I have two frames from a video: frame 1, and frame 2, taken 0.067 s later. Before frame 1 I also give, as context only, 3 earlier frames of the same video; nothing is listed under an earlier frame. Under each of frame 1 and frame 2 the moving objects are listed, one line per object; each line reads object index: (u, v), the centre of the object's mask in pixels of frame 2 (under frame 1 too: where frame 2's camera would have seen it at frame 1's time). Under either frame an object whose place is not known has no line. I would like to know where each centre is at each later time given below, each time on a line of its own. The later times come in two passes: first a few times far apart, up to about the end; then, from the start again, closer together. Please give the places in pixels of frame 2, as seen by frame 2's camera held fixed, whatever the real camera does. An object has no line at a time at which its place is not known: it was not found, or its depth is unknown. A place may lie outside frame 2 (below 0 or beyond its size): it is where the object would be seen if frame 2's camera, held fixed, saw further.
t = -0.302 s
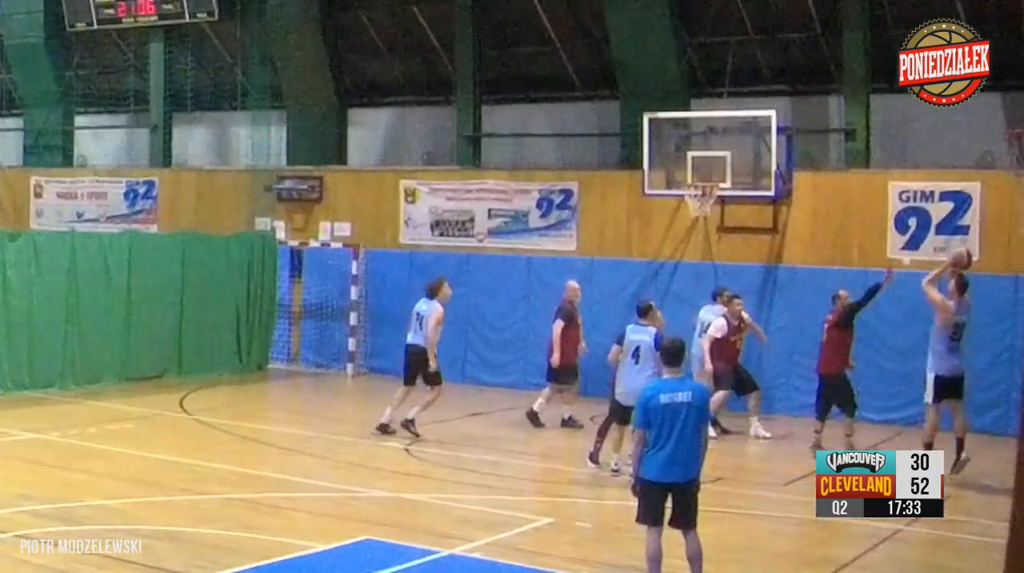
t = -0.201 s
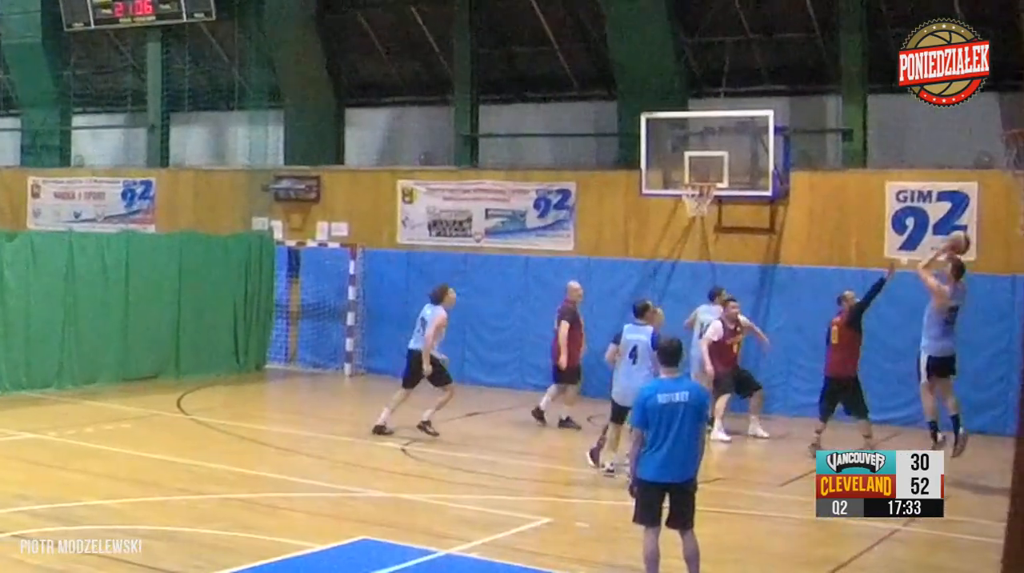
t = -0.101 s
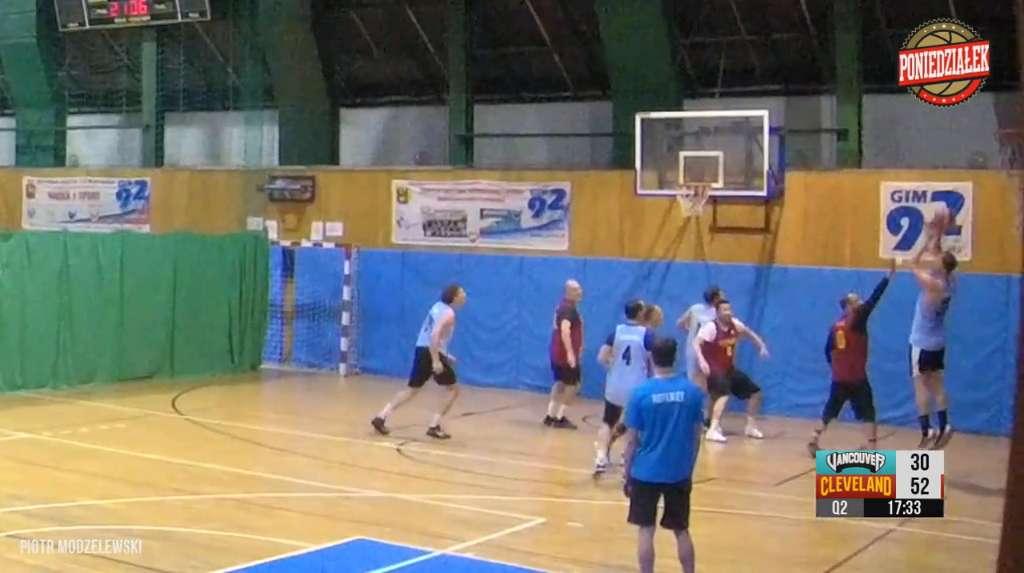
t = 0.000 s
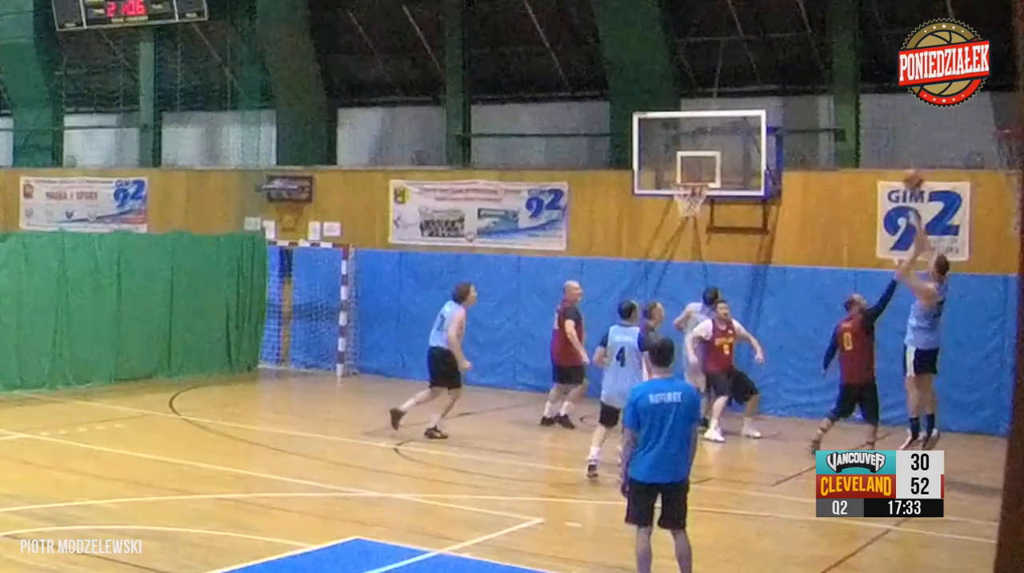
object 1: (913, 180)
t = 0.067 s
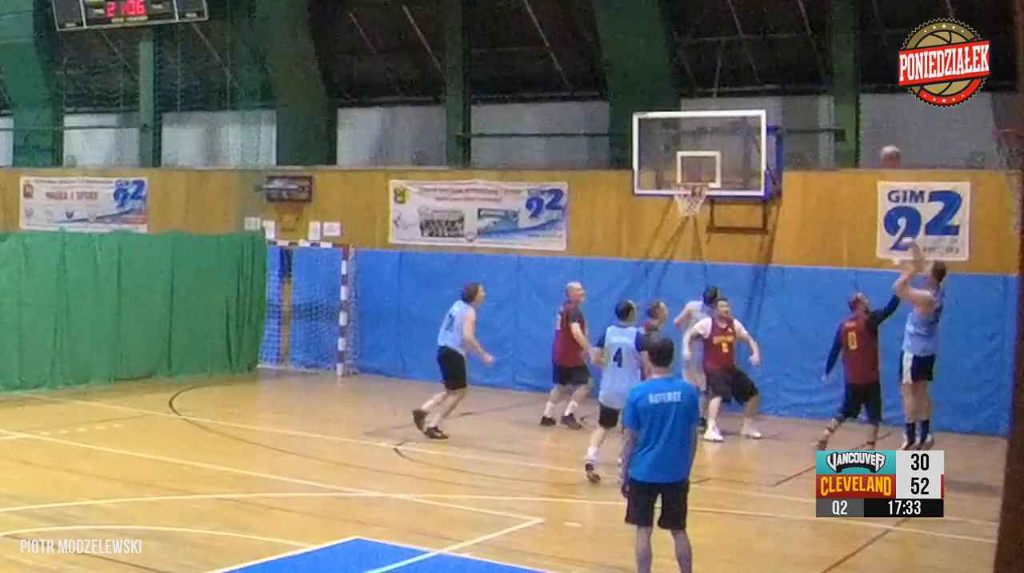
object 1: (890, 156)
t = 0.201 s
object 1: (847, 126)
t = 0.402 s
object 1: (789, 108)
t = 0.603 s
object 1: (733, 127)
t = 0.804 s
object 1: (684, 174)
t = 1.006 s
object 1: (689, 205)
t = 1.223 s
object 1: (672, 264)
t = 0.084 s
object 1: (885, 150)
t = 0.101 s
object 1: (879, 146)
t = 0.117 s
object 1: (874, 142)
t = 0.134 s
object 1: (869, 138)
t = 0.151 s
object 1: (863, 134)
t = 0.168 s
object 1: (857, 130)
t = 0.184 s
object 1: (851, 128)
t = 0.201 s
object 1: (847, 126)
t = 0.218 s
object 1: (842, 121)
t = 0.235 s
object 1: (838, 124)
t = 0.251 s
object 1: (833, 118)
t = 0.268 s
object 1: (828, 116)
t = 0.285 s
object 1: (822, 113)
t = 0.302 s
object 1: (816, 113)
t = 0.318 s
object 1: (812, 111)
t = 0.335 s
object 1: (808, 110)
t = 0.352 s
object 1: (804, 109)
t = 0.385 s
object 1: (793, 108)
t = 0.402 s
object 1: (789, 108)
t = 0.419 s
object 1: (784, 108)
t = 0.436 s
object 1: (780, 108)
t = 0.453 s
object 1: (775, 110)
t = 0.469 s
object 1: (771, 111)
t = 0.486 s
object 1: (765, 112)
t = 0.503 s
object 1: (761, 114)
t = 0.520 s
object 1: (758, 114)
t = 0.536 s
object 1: (752, 121)
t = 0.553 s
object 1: (750, 123)
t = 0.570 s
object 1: (744, 122)
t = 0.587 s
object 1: (739, 122)
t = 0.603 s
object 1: (733, 127)
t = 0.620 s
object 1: (730, 130)
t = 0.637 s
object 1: (725, 133)
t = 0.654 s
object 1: (721, 135)
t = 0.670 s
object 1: (717, 139)
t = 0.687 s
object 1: (713, 144)
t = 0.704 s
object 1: (708, 147)
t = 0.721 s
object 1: (704, 150)
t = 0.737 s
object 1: (700, 155)
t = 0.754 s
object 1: (697, 159)
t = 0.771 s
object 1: (692, 162)
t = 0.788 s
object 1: (689, 167)
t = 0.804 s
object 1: (684, 174)
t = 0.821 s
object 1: (683, 178)
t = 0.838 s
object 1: (684, 179)
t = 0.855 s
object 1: (690, 179)
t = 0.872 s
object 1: (693, 184)
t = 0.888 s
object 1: (697, 184)
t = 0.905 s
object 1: (698, 187)
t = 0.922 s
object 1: (698, 189)
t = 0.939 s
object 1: (694, 192)
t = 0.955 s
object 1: (693, 197)
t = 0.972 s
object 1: (692, 203)
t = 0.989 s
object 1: (690, 202)
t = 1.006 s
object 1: (689, 205)
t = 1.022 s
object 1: (691, 210)
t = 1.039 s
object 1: (688, 214)
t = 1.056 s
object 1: (686, 217)
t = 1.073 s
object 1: (685, 219)
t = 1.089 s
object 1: (682, 224)
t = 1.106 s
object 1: (681, 229)
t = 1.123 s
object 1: (680, 234)
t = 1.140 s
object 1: (679, 237)
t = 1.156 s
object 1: (677, 242)
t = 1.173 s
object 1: (675, 248)
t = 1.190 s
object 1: (674, 254)
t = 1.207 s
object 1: (673, 259)
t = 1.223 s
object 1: (672, 264)
